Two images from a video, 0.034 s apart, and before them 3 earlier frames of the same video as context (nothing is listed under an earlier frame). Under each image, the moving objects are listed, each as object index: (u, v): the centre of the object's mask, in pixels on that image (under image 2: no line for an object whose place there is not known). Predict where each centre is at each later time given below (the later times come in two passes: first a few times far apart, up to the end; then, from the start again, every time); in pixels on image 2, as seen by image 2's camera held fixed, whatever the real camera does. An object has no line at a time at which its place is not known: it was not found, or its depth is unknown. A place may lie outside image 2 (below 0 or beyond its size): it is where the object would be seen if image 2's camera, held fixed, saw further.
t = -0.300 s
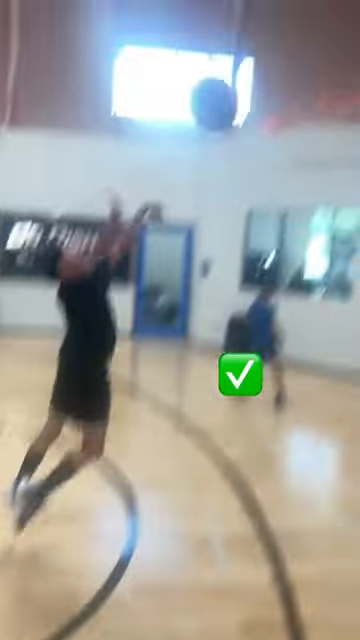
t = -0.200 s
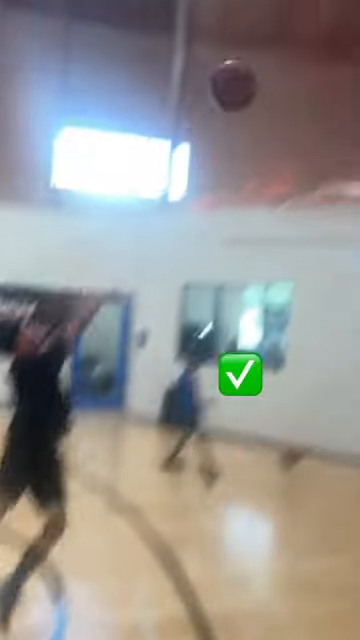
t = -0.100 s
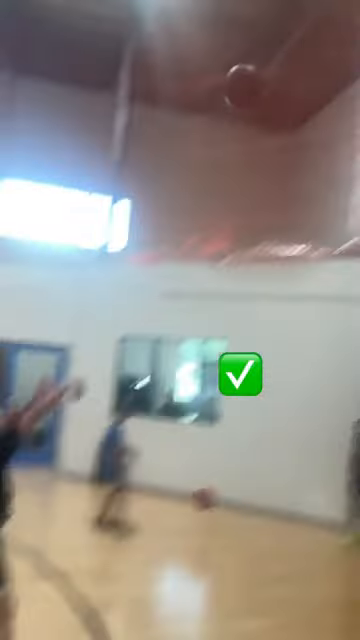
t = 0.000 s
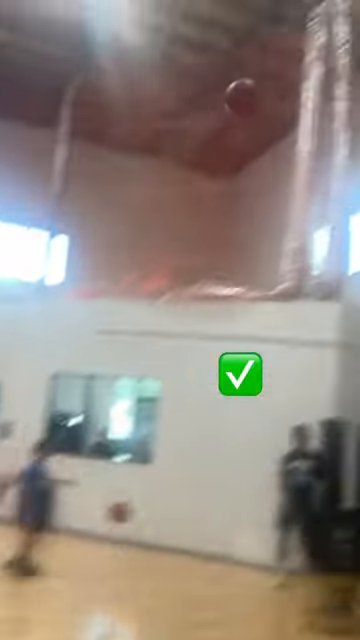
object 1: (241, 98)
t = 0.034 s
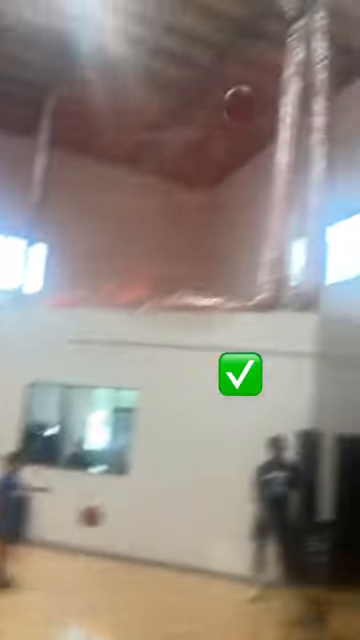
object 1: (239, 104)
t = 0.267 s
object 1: (348, 109)
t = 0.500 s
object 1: (425, 169)
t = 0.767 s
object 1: (499, 289)
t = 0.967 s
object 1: (512, 320)
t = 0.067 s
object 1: (253, 100)
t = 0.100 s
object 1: (274, 97)
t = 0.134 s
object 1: (296, 98)
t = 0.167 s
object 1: (311, 100)
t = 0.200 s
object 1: (323, 103)
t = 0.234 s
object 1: (337, 104)
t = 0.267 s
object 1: (348, 109)
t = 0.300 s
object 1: (360, 115)
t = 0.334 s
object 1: (372, 122)
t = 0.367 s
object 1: (383, 130)
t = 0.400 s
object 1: (394, 139)
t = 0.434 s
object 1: (405, 148)
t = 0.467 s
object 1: (416, 158)
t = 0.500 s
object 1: (425, 169)
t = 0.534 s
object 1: (434, 181)
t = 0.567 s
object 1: (444, 193)
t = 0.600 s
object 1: (454, 206)
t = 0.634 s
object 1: (463, 221)
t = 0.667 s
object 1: (472, 237)
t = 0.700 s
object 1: (482, 253)
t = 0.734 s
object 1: (490, 271)
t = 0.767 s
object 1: (499, 289)
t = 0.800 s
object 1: (505, 310)
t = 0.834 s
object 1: (510, 318)
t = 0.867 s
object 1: (512, 326)
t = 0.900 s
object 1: (515, 328)
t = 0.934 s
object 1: (513, 326)
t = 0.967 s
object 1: (512, 320)
